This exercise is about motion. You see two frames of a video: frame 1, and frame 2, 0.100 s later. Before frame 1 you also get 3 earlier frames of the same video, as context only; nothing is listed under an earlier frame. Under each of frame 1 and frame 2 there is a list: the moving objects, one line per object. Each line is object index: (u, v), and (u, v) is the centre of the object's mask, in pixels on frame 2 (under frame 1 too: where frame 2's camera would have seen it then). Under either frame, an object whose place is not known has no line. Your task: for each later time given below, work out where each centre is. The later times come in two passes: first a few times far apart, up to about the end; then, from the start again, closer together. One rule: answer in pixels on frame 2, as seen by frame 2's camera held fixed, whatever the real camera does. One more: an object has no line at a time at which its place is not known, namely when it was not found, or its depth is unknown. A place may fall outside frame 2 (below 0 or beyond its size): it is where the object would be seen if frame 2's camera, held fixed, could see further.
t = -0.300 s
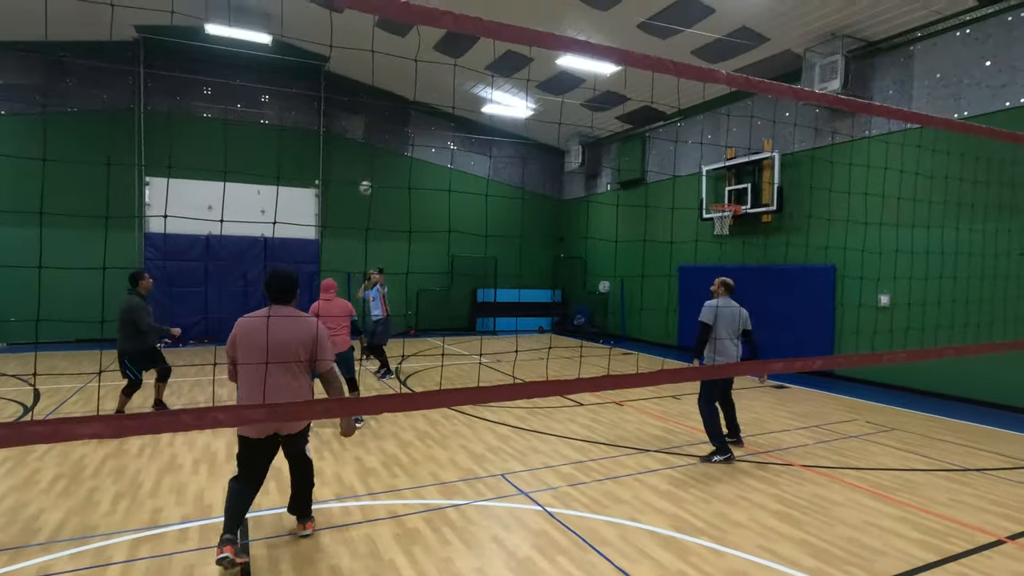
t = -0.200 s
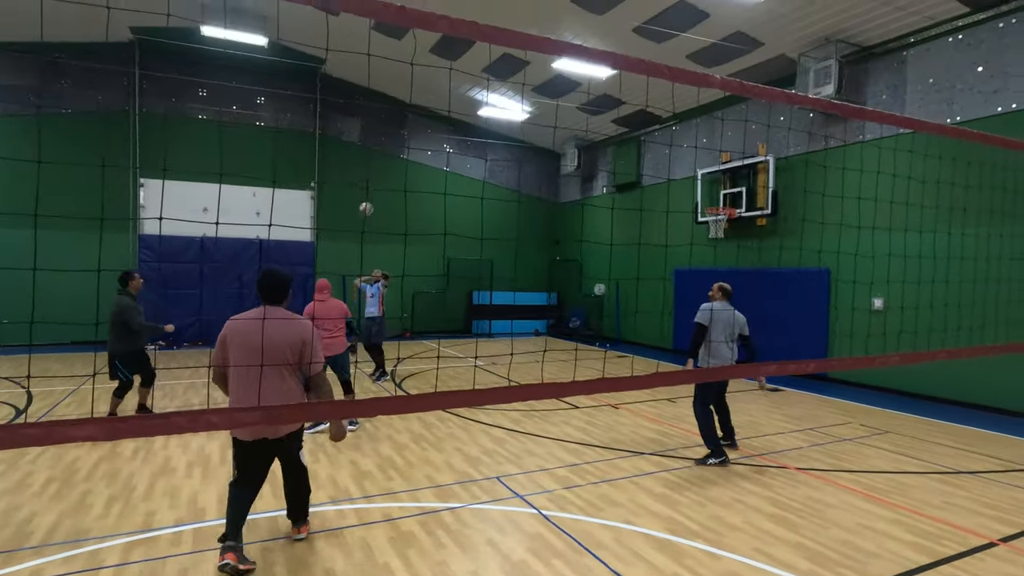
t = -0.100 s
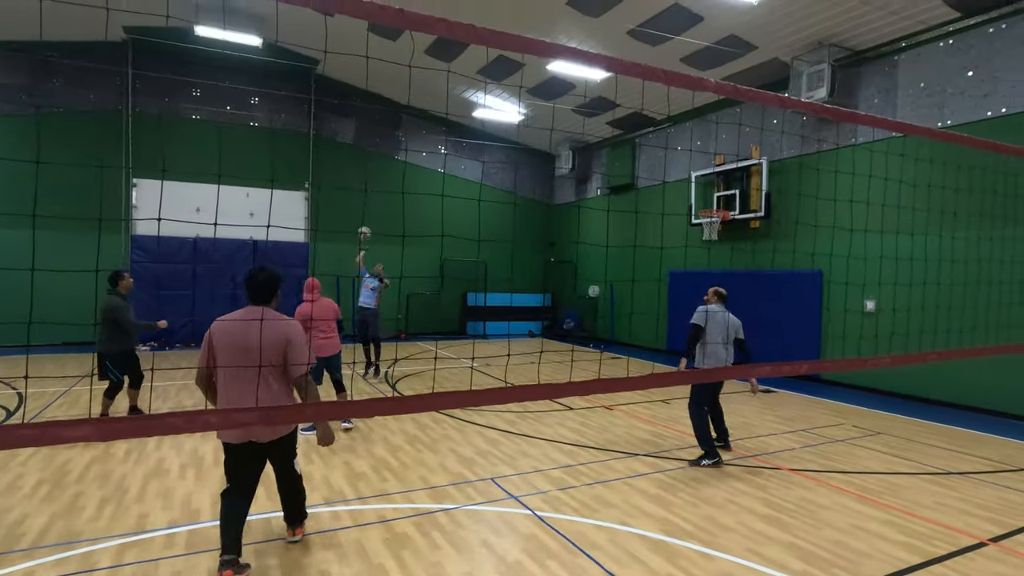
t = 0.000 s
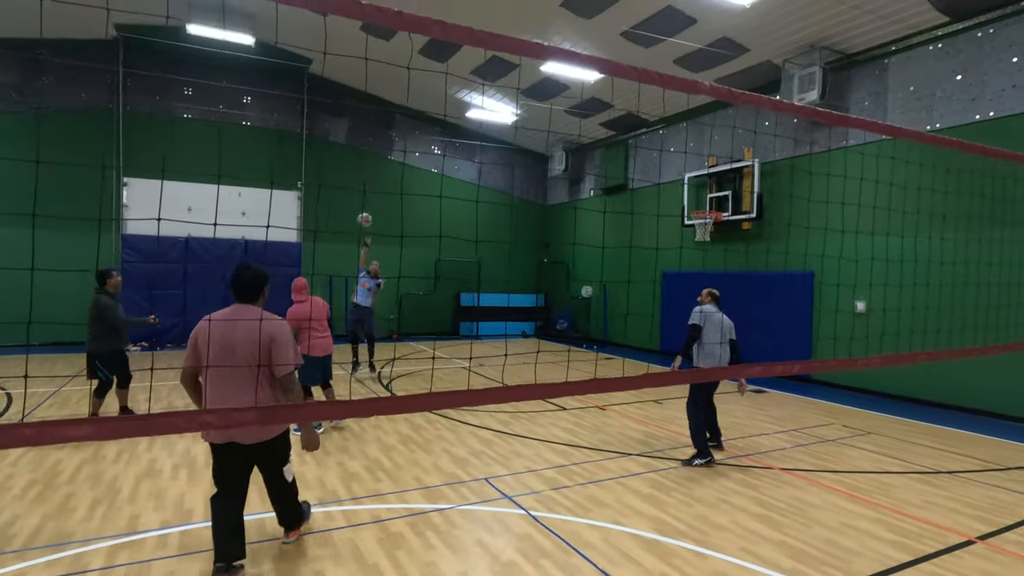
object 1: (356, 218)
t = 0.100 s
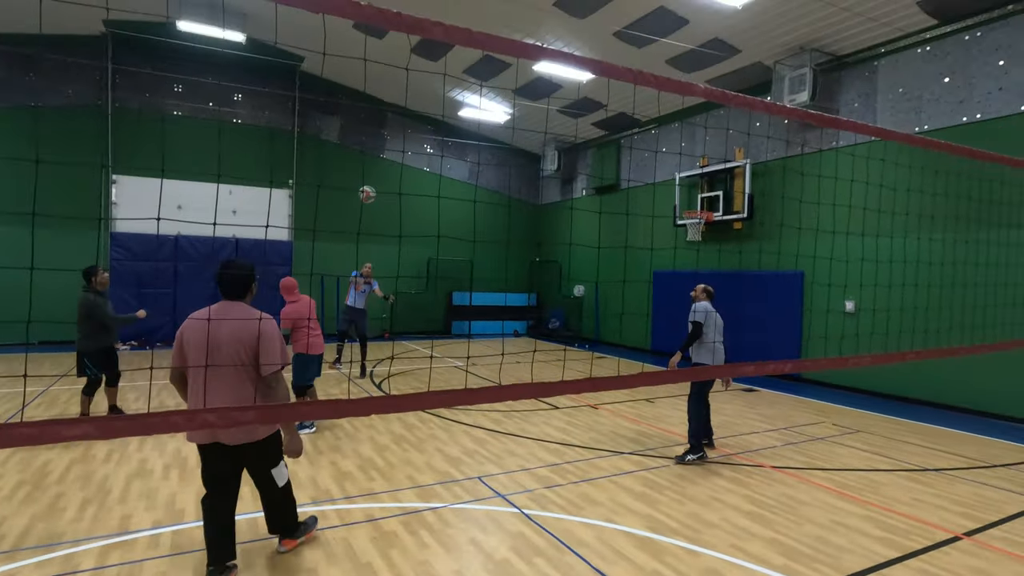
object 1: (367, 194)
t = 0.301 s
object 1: (401, 153)
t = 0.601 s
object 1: (586, 176)
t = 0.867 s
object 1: (648, 334)
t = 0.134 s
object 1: (371, 187)
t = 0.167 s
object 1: (376, 180)
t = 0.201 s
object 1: (381, 172)
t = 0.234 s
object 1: (386, 165)
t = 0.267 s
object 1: (393, 159)
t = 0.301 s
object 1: (401, 153)
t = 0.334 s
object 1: (410, 147)
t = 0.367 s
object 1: (420, 143)
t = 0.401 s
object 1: (432, 141)
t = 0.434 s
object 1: (445, 138)
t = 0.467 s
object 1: (461, 140)
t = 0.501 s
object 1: (481, 143)
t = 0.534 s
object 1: (508, 148)
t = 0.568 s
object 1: (540, 159)
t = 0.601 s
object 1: (586, 176)
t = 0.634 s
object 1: (643, 192)
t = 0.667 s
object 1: (677, 201)
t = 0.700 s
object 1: (686, 224)
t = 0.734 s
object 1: (686, 250)
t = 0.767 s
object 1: (679, 277)
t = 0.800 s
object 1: (669, 302)
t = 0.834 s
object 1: (659, 321)
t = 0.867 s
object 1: (648, 334)
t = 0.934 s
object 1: (629, 382)
